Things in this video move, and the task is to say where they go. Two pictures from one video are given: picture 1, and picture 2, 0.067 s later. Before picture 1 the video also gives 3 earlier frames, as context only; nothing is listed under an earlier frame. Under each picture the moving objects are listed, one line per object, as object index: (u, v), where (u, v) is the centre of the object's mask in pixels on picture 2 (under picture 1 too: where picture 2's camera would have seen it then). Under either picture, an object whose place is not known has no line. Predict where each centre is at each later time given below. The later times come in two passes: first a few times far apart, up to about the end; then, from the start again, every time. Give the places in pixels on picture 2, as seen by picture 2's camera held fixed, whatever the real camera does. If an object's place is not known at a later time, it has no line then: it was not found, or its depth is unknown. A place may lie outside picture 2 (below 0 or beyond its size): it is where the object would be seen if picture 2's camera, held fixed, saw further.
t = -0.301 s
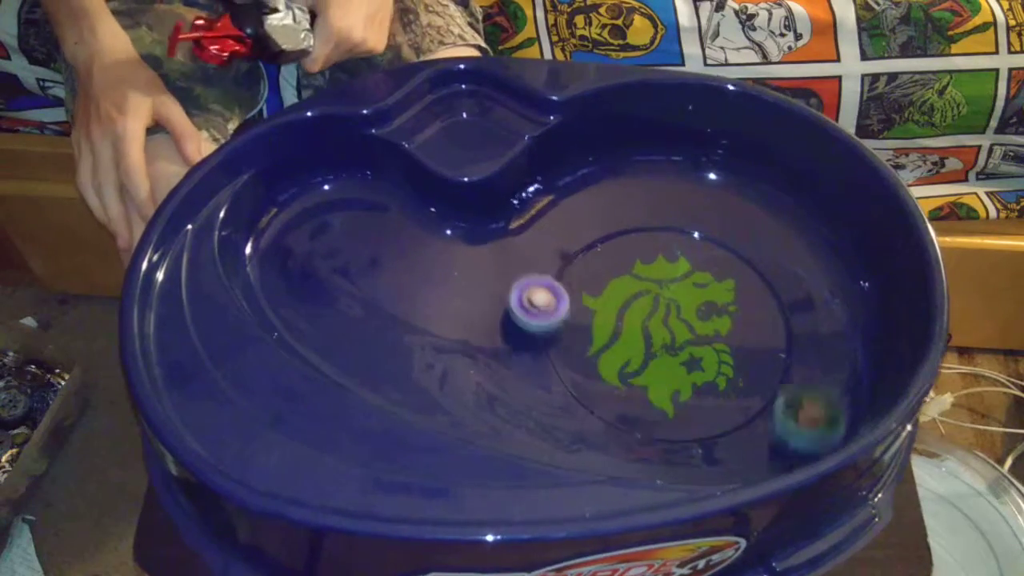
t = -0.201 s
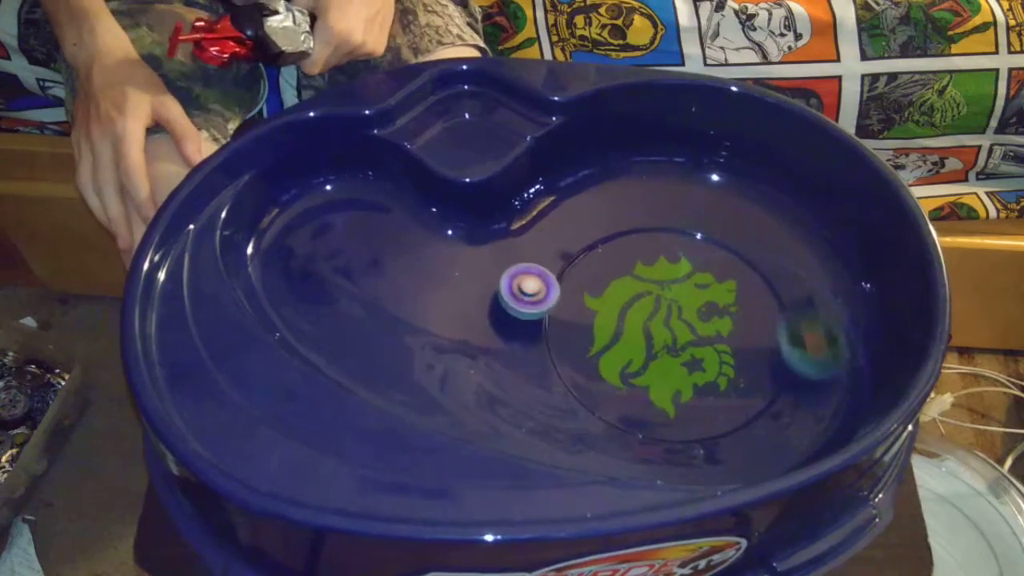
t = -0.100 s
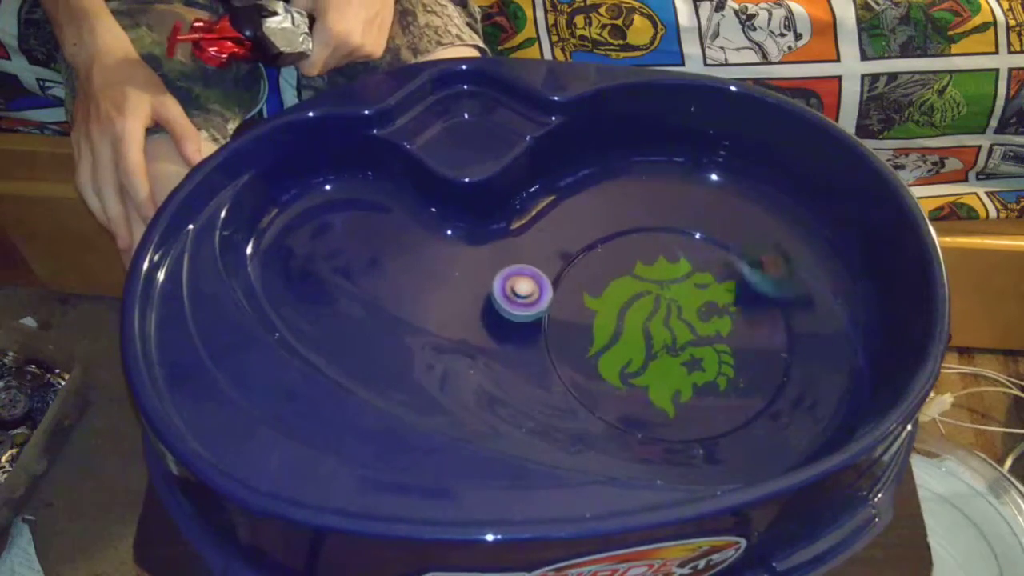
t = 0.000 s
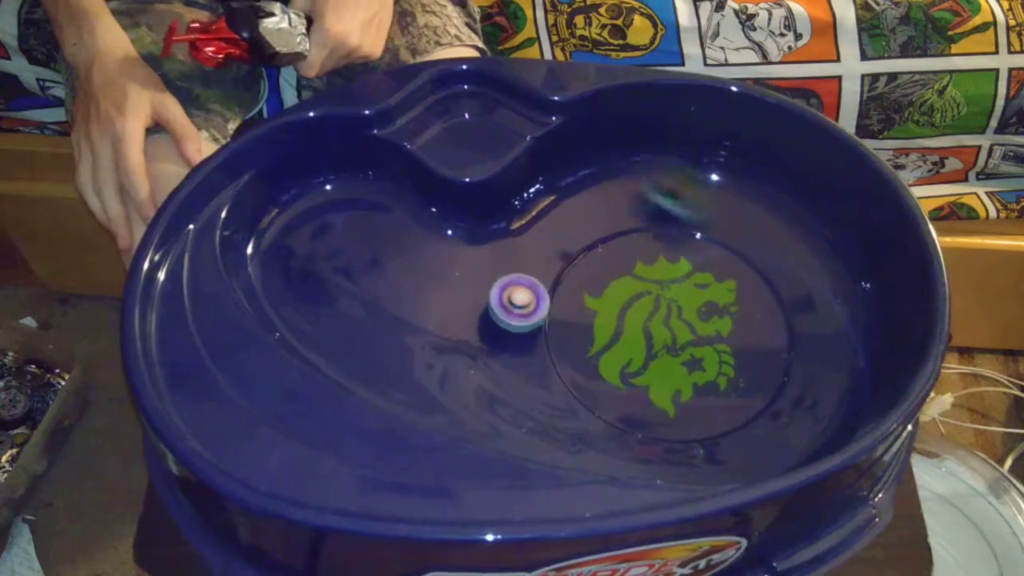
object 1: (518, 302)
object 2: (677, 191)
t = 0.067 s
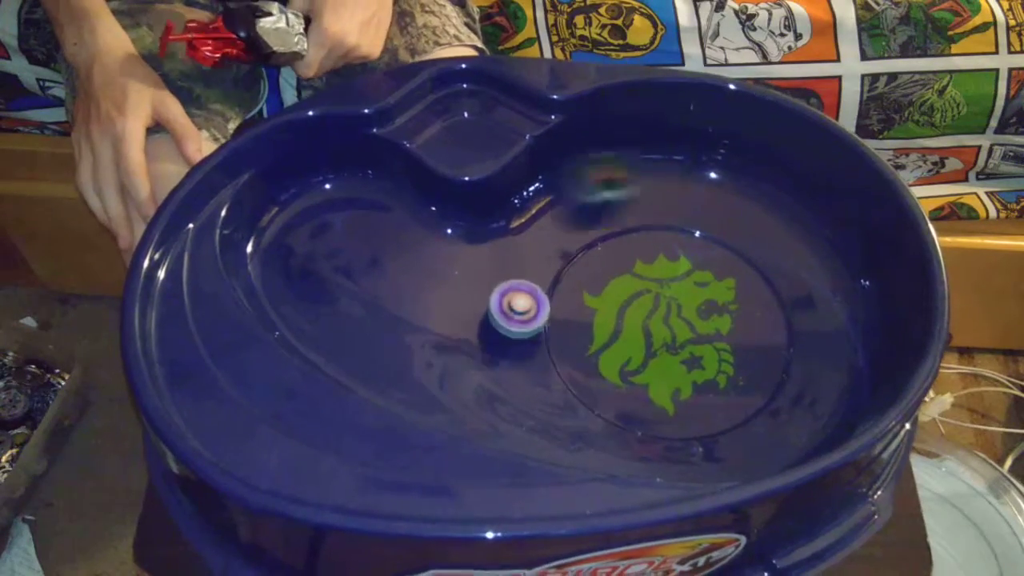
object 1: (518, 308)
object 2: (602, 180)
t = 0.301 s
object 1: (542, 390)
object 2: (417, 292)
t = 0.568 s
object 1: (661, 396)
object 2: (361, 356)
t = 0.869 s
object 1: (735, 320)
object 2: (366, 364)
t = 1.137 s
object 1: (710, 255)
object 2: (373, 368)
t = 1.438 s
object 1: (639, 247)
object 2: (387, 373)
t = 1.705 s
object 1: (612, 300)
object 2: (409, 376)
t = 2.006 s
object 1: (663, 355)
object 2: (451, 380)
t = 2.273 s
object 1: (714, 358)
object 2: (557, 374)
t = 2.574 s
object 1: (728, 327)
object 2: (645, 353)
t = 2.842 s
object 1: (764, 252)
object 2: (548, 406)
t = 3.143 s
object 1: (677, 231)
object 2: (424, 286)
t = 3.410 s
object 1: (585, 291)
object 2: (482, 303)
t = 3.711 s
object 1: (610, 376)
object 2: (519, 339)
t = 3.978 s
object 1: (670, 399)
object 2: (539, 343)
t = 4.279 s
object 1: (717, 369)
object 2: (595, 355)
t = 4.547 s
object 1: (704, 321)
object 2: (630, 356)
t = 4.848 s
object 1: (645, 288)
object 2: (653, 357)
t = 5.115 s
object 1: (603, 297)
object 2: (671, 358)
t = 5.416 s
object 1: (594, 323)
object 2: (686, 356)
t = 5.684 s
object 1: (621, 345)
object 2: (693, 353)
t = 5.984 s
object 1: (601, 339)
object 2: (770, 334)
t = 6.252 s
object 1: (627, 336)
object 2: (729, 316)
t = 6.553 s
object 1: (639, 303)
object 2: (732, 323)
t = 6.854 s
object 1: (575, 288)
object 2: (747, 328)
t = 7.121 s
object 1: (577, 311)
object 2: (723, 326)
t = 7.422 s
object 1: (632, 327)
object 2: (700, 328)
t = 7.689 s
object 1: (628, 319)
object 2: (764, 325)
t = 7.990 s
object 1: (657, 309)
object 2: (731, 314)
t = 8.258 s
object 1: (634, 286)
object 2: (750, 322)
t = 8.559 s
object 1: (581, 293)
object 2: (748, 329)
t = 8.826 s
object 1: (593, 325)
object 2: (721, 321)
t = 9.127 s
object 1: (647, 343)
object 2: (706, 319)
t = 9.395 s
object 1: (613, 374)
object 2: (791, 248)
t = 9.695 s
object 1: (658, 370)
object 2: (689, 266)
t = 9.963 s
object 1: (687, 347)
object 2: (649, 276)
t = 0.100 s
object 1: (519, 312)
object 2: (567, 203)
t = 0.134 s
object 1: (521, 314)
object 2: (536, 241)
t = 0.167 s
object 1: (523, 325)
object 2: (513, 258)
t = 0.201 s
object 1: (524, 347)
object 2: (487, 261)
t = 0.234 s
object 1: (528, 365)
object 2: (462, 268)
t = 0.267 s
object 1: (534, 380)
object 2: (437, 279)
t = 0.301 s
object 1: (542, 390)
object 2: (417, 292)
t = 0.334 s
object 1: (552, 397)
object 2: (400, 307)
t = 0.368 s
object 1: (564, 402)
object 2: (385, 320)
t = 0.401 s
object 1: (578, 405)
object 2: (374, 331)
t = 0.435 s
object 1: (593, 406)
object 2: (367, 340)
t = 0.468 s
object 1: (609, 407)
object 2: (363, 347)
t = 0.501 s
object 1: (626, 405)
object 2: (362, 352)
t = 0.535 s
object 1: (644, 402)
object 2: (361, 354)
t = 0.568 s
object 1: (661, 396)
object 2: (361, 356)
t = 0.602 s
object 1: (676, 390)
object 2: (362, 357)
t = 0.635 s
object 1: (690, 382)
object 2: (362, 358)
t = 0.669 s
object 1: (702, 375)
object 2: (363, 359)
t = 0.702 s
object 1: (711, 366)
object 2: (363, 360)
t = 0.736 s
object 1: (719, 358)
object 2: (364, 361)
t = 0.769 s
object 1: (725, 350)
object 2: (364, 361)
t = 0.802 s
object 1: (730, 338)
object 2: (365, 362)
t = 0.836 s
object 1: (734, 329)
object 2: (366, 363)
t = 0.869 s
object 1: (735, 320)
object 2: (366, 364)
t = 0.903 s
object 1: (736, 311)
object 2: (367, 364)
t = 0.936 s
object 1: (735, 300)
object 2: (368, 365)
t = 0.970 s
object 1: (733, 292)
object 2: (369, 365)
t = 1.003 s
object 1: (731, 284)
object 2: (369, 366)
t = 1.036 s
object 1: (727, 276)
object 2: (370, 367)
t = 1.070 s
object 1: (722, 268)
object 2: (371, 367)
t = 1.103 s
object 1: (716, 261)
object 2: (372, 368)
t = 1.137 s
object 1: (710, 255)
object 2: (373, 368)
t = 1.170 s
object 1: (703, 251)
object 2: (374, 369)
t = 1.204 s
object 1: (696, 246)
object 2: (375, 370)
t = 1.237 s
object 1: (688, 244)
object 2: (377, 370)
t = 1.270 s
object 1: (680, 242)
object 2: (378, 370)
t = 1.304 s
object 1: (672, 241)
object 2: (380, 371)
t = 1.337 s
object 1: (663, 241)
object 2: (381, 371)
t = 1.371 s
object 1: (655, 242)
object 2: (383, 372)
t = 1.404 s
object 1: (647, 245)
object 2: (385, 372)
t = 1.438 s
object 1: (639, 247)
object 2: (387, 373)
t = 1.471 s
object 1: (632, 251)
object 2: (389, 373)
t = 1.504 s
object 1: (626, 256)
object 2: (391, 373)
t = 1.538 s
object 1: (621, 262)
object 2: (394, 374)
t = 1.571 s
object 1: (616, 269)
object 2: (397, 374)
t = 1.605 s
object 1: (614, 276)
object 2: (400, 374)
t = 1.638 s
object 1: (612, 284)
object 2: (402, 375)
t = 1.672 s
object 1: (611, 292)
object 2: (405, 375)
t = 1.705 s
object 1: (612, 300)
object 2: (409, 376)
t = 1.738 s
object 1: (614, 308)
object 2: (412, 376)
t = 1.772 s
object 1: (618, 316)
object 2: (416, 376)
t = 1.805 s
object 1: (623, 323)
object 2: (419, 377)
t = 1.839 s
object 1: (628, 330)
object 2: (423, 377)
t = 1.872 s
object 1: (634, 337)
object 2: (427, 378)
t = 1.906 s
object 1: (641, 343)
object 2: (432, 378)
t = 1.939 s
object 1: (648, 348)
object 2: (438, 379)
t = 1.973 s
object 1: (656, 351)
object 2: (444, 380)
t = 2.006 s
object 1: (663, 355)
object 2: (451, 380)
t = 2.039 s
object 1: (671, 357)
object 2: (461, 381)
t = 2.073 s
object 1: (678, 359)
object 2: (471, 381)
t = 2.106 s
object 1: (685, 361)
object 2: (484, 382)
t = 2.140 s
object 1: (692, 361)
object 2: (499, 382)
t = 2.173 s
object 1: (698, 361)
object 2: (515, 381)
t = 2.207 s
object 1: (704, 360)
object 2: (530, 380)
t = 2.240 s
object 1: (709, 360)
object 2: (545, 377)
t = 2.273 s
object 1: (714, 358)
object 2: (557, 374)
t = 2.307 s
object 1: (718, 355)
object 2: (568, 372)
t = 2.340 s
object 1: (722, 353)
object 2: (580, 371)
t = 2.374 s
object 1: (725, 350)
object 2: (593, 368)
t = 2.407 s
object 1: (728, 346)
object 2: (604, 366)
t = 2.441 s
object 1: (729, 342)
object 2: (616, 363)
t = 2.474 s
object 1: (730, 338)
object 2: (625, 359)
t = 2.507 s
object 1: (730, 335)
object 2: (633, 358)
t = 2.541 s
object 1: (730, 331)
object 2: (640, 355)
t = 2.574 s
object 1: (728, 327)
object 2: (645, 353)
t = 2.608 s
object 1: (727, 323)
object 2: (649, 352)
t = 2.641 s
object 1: (724, 320)
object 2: (652, 351)
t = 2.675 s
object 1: (721, 316)
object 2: (655, 349)
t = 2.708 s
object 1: (717, 313)
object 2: (659, 348)
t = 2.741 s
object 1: (713, 310)
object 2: (662, 346)
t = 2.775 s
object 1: (717, 301)
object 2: (652, 359)
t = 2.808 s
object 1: (743, 276)
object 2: (590, 392)
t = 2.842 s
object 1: (764, 252)
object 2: (548, 406)
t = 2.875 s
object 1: (779, 231)
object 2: (507, 418)
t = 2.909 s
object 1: (786, 216)
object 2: (477, 403)
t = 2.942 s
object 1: (777, 211)
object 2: (453, 387)
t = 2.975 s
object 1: (765, 214)
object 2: (438, 371)
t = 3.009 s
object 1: (749, 215)
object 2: (428, 349)
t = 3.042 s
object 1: (733, 218)
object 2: (421, 333)
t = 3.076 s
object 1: (716, 221)
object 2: (420, 314)
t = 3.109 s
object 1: (697, 226)
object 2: (421, 300)
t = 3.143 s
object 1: (677, 231)
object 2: (424, 286)
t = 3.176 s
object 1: (660, 236)
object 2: (429, 278)
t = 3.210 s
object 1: (643, 243)
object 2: (435, 273)
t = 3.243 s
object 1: (629, 249)
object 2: (441, 271)
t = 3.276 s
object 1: (618, 257)
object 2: (447, 273)
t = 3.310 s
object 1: (607, 265)
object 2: (455, 278)
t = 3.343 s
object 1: (598, 273)
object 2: (463, 286)
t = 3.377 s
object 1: (591, 282)
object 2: (472, 295)
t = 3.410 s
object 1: (585, 291)
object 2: (482, 303)
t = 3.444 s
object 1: (580, 302)
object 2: (493, 313)
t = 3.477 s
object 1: (576, 312)
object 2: (505, 321)
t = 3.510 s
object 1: (576, 323)
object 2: (512, 327)
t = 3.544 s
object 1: (581, 333)
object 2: (512, 333)
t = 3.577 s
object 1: (586, 344)
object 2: (513, 336)
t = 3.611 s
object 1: (592, 353)
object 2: (514, 337)
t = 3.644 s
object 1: (597, 362)
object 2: (516, 338)
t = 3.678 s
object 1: (603, 369)
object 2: (518, 339)
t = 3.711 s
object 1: (610, 376)
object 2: (519, 339)
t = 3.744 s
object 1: (617, 382)
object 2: (522, 340)
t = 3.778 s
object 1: (624, 387)
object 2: (524, 340)
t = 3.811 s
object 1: (632, 391)
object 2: (527, 341)
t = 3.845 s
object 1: (639, 395)
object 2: (529, 341)
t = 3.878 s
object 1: (648, 397)
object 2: (532, 342)
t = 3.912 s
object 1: (655, 399)
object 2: (534, 342)
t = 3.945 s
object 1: (663, 399)
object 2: (537, 343)
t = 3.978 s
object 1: (670, 399)
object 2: (539, 343)
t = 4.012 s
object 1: (677, 398)
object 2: (542, 344)
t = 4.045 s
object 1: (684, 396)
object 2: (545, 345)
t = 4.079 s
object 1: (690, 394)
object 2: (548, 345)
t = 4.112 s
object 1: (697, 391)
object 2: (552, 346)
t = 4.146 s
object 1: (702, 388)
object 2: (558, 348)
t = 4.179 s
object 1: (707, 384)
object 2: (568, 351)
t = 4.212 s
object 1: (711, 379)
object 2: (578, 353)
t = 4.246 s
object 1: (714, 374)
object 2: (586, 354)
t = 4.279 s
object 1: (717, 369)
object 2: (595, 355)
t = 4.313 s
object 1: (718, 363)
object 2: (602, 355)
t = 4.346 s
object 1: (718, 358)
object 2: (608, 355)
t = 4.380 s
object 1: (718, 352)
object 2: (613, 355)
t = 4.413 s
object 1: (716, 346)
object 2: (618, 355)
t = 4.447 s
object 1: (715, 339)
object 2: (621, 355)
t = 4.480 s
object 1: (712, 333)
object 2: (623, 355)
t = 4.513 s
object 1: (708, 327)
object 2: (627, 356)
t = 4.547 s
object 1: (704, 321)
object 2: (630, 356)
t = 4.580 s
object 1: (698, 315)
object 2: (632, 356)
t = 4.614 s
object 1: (692, 310)
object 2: (636, 356)
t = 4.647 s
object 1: (687, 305)
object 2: (638, 357)
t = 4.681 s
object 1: (681, 301)
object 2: (641, 357)
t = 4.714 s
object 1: (674, 297)
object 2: (644, 357)
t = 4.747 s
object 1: (667, 294)
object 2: (646, 357)
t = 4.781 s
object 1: (659, 292)
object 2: (648, 357)
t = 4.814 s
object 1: (652, 290)
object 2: (651, 357)
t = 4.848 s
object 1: (645, 288)
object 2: (653, 357)
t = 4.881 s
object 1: (638, 287)
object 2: (656, 357)
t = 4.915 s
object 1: (632, 287)
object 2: (658, 357)
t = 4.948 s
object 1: (626, 288)
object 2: (660, 357)
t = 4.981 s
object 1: (620, 290)
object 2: (663, 358)
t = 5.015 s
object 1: (615, 291)
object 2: (665, 358)
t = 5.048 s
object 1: (610, 293)
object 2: (667, 358)
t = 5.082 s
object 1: (606, 295)
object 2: (670, 358)
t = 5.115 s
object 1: (603, 297)
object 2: (671, 358)
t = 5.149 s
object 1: (600, 300)
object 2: (673, 357)
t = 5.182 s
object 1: (598, 303)
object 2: (675, 357)
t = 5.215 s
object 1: (596, 306)
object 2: (677, 357)
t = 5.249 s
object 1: (595, 308)
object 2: (678, 357)
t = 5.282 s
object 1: (594, 311)
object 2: (680, 357)
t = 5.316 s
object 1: (594, 314)
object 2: (682, 356)
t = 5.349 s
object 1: (593, 317)
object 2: (684, 356)
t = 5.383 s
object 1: (594, 320)
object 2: (685, 356)
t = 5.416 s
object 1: (594, 323)
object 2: (686, 356)
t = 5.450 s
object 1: (596, 326)
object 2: (687, 355)
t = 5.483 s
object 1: (598, 329)
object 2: (688, 355)
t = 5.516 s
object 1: (600, 332)
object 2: (689, 354)
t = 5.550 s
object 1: (603, 335)
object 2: (689, 354)
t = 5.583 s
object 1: (607, 338)
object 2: (691, 354)
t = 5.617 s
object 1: (611, 340)
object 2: (691, 353)
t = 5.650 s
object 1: (616, 343)
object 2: (692, 353)
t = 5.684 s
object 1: (621, 345)
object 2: (693, 353)
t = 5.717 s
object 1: (627, 346)
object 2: (694, 352)
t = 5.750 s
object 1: (624, 345)
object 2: (712, 356)
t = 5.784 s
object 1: (613, 342)
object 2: (740, 357)
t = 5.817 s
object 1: (606, 339)
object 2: (763, 356)
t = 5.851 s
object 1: (602, 338)
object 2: (781, 356)
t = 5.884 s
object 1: (600, 338)
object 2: (787, 351)
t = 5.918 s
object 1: (600, 338)
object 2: (785, 347)
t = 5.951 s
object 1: (600, 338)
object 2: (777, 340)
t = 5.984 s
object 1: (601, 339)
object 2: (770, 334)
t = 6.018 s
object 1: (603, 340)
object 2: (762, 330)
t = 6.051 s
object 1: (605, 340)
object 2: (755, 325)
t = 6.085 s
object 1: (608, 341)
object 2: (749, 322)
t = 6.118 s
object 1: (611, 341)
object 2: (743, 320)
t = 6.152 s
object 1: (615, 340)
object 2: (737, 318)
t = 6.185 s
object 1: (619, 339)
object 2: (733, 317)
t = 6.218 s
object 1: (623, 338)
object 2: (730, 317)
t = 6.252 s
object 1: (627, 336)
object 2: (729, 316)
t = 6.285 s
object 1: (631, 334)
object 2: (727, 317)
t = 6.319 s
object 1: (635, 331)
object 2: (726, 317)
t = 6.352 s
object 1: (638, 328)
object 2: (724, 317)
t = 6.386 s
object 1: (641, 325)
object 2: (722, 318)
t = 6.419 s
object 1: (644, 321)
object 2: (721, 318)
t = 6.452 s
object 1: (647, 318)
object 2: (719, 318)
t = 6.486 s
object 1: (648, 314)
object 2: (717, 318)
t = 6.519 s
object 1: (649, 311)
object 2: (715, 319)
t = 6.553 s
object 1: (639, 303)
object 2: (732, 323)
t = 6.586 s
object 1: (623, 296)
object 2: (758, 328)
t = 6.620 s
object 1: (612, 291)
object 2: (778, 333)
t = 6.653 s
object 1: (603, 287)
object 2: (789, 333)
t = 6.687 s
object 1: (596, 285)
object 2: (788, 334)
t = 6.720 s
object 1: (590, 284)
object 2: (779, 334)
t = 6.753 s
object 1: (585, 284)
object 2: (770, 332)
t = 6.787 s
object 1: (581, 285)
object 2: (762, 331)
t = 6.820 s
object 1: (578, 286)
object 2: (753, 329)
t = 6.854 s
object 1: (575, 288)
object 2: (747, 328)
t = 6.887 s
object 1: (573, 290)
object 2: (742, 327)
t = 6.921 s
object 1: (572, 292)
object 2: (738, 326)
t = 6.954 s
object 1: (571, 295)
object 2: (736, 326)
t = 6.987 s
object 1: (571, 298)
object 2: (733, 326)
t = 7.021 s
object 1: (572, 301)
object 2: (731, 326)
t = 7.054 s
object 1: (573, 304)
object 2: (728, 326)
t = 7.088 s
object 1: (575, 307)
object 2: (725, 326)
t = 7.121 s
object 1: (577, 311)
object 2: (723, 326)
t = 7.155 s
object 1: (580, 314)
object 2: (721, 326)
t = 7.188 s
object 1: (586, 317)
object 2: (718, 327)
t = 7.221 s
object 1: (591, 320)
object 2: (716, 327)
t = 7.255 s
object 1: (597, 322)
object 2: (713, 327)
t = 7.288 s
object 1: (603, 324)
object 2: (711, 327)
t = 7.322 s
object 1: (610, 325)
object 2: (709, 327)
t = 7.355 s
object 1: (617, 326)
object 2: (706, 328)
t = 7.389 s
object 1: (624, 326)
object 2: (703, 328)
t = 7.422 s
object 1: (632, 327)
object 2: (700, 328)
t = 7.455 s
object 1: (630, 326)
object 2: (712, 328)
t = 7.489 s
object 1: (623, 323)
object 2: (732, 330)
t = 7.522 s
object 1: (620, 322)
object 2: (748, 330)
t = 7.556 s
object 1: (620, 321)
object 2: (760, 329)
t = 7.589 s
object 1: (621, 321)
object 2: (766, 329)
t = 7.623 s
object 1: (623, 320)
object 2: (768, 329)
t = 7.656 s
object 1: (625, 320)
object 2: (766, 327)
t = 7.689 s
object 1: (628, 319)
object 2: (764, 325)
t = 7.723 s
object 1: (632, 319)
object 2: (760, 323)
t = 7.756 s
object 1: (635, 319)
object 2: (756, 322)
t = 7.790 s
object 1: (638, 318)
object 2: (753, 321)
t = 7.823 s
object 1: (642, 317)
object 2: (749, 319)
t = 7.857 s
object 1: (645, 316)
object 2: (746, 318)
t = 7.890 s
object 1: (648, 314)
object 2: (742, 316)
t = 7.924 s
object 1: (652, 312)
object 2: (738, 315)
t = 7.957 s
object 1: (654, 310)
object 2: (735, 314)
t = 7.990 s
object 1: (657, 309)
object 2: (731, 314)
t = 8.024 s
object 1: (660, 307)
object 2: (727, 313)
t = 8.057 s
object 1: (660, 305)
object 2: (726, 313)
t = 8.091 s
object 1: (659, 302)
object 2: (727, 313)
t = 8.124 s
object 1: (657, 299)
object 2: (726, 313)
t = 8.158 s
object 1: (657, 297)
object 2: (723, 312)
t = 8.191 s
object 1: (657, 295)
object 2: (721, 312)
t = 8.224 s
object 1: (651, 292)
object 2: (725, 314)
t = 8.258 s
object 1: (634, 286)
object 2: (750, 322)
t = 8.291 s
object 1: (622, 281)
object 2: (769, 326)
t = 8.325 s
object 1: (613, 279)
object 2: (783, 331)
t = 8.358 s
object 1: (604, 279)
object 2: (790, 333)
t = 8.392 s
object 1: (598, 279)
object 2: (786, 335)
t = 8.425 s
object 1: (593, 281)
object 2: (779, 335)
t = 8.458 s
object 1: (589, 283)
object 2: (771, 334)
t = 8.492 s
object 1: (585, 286)
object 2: (763, 333)
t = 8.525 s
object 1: (583, 289)
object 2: (756, 331)
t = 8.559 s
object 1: (581, 293)
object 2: (748, 329)
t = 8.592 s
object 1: (580, 297)
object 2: (741, 328)
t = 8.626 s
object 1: (580, 301)
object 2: (736, 326)
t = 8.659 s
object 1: (580, 305)
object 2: (732, 325)
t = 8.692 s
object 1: (581, 309)
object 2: (729, 324)
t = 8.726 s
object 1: (583, 313)
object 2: (726, 323)
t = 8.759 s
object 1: (585, 317)
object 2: (724, 322)
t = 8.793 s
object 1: (589, 321)
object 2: (723, 322)
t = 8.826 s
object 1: (593, 325)
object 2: (721, 321)
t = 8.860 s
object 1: (597, 329)
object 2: (720, 321)
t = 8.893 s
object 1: (602, 332)
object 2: (718, 320)
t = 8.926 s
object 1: (608, 335)
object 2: (716, 320)
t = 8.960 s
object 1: (614, 337)
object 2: (714, 320)
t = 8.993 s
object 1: (621, 340)
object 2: (712, 319)
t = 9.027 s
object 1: (628, 341)
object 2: (710, 319)
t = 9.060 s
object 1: (636, 342)
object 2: (708, 319)
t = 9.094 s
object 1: (643, 342)
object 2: (706, 319)
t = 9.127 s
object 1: (647, 343)
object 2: (706, 319)
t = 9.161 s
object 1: (634, 349)
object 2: (730, 310)
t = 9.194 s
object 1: (621, 356)
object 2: (766, 292)
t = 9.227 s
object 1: (612, 361)
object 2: (782, 278)
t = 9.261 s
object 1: (607, 365)
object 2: (796, 265)
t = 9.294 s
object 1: (605, 368)
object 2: (801, 260)
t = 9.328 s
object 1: (606, 370)
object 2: (800, 254)
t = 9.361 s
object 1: (609, 372)
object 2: (796, 250)
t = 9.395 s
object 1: (613, 374)
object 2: (791, 248)
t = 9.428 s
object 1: (617, 375)
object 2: (784, 246)
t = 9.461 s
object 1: (622, 376)
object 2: (775, 246)
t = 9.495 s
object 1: (627, 377)
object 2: (765, 246)
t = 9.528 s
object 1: (632, 377)
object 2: (754, 247)
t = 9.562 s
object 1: (638, 376)
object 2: (739, 251)
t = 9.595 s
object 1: (643, 376)
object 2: (726, 253)
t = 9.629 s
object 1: (648, 375)
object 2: (712, 257)
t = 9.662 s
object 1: (653, 372)
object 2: (700, 261)
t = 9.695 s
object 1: (658, 370)
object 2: (689, 266)
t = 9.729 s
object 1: (663, 367)
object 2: (680, 271)
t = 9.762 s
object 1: (667, 364)
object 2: (672, 275)
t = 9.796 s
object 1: (671, 360)
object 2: (666, 278)
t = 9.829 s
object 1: (674, 356)
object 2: (661, 282)
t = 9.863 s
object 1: (677, 351)
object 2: (658, 286)
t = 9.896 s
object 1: (679, 347)
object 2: (657, 289)
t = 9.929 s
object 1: (682, 343)
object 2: (656, 290)
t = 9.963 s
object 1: (687, 347)
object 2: (649, 276)
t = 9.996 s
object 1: (691, 351)
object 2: (643, 265)
